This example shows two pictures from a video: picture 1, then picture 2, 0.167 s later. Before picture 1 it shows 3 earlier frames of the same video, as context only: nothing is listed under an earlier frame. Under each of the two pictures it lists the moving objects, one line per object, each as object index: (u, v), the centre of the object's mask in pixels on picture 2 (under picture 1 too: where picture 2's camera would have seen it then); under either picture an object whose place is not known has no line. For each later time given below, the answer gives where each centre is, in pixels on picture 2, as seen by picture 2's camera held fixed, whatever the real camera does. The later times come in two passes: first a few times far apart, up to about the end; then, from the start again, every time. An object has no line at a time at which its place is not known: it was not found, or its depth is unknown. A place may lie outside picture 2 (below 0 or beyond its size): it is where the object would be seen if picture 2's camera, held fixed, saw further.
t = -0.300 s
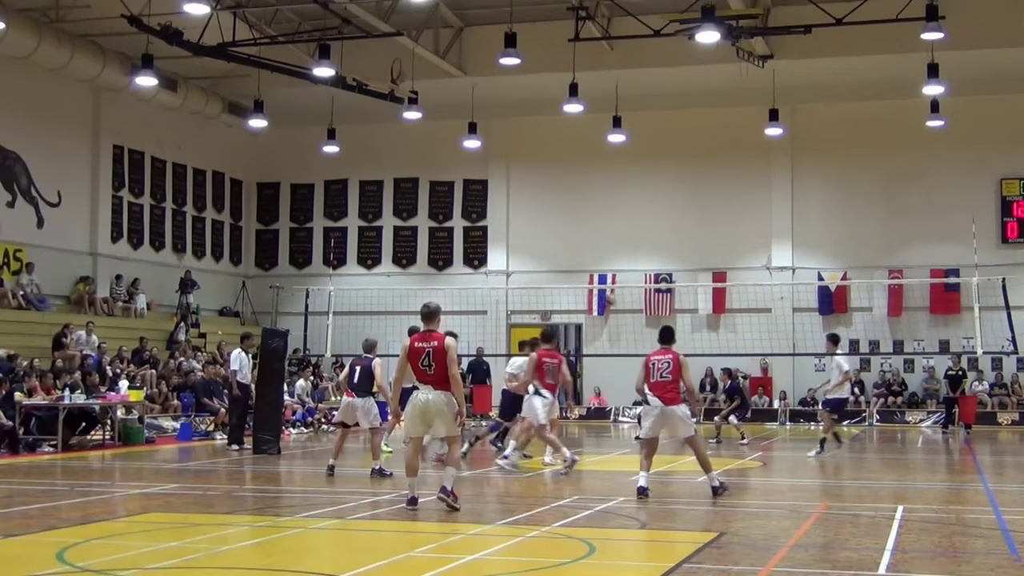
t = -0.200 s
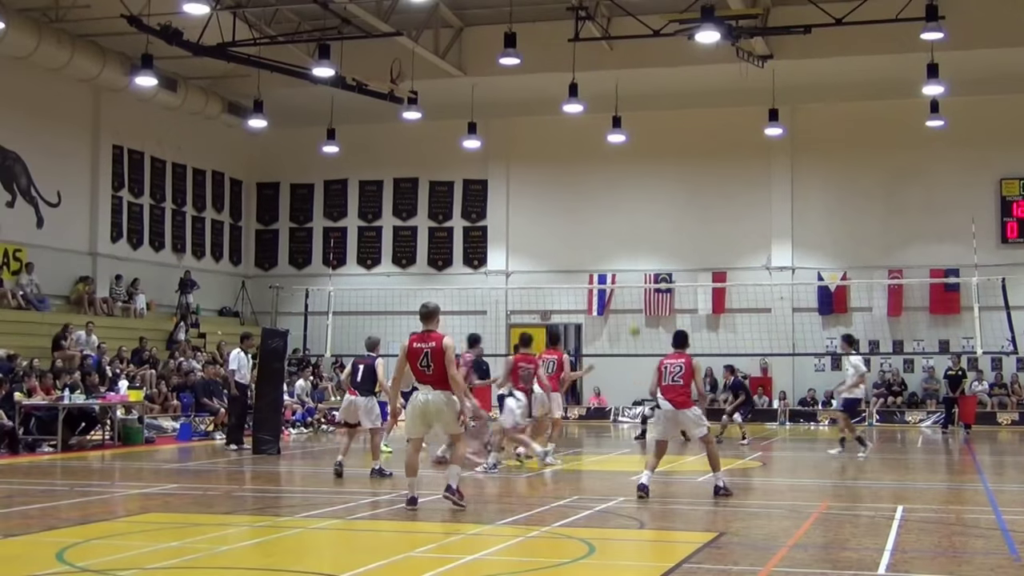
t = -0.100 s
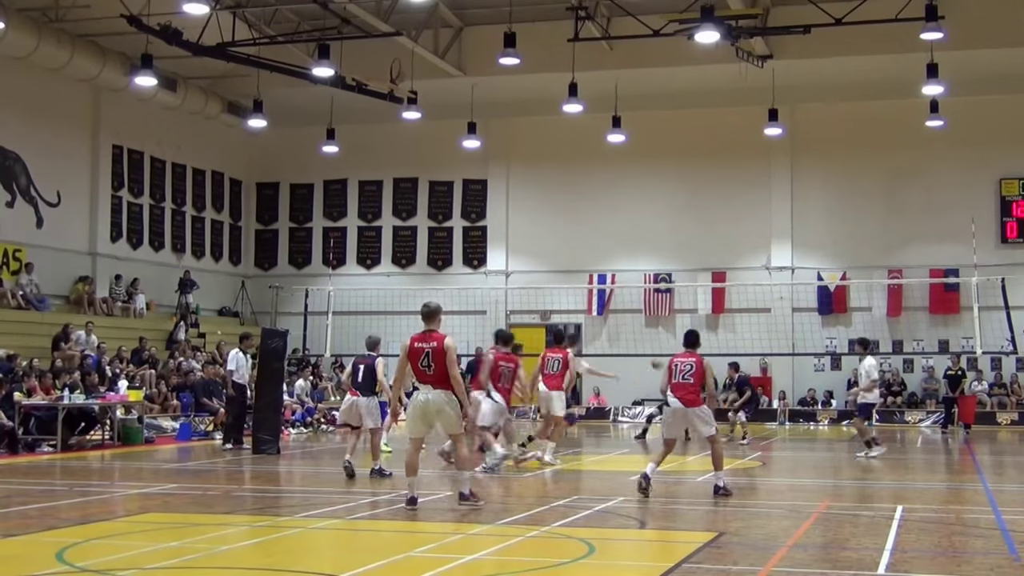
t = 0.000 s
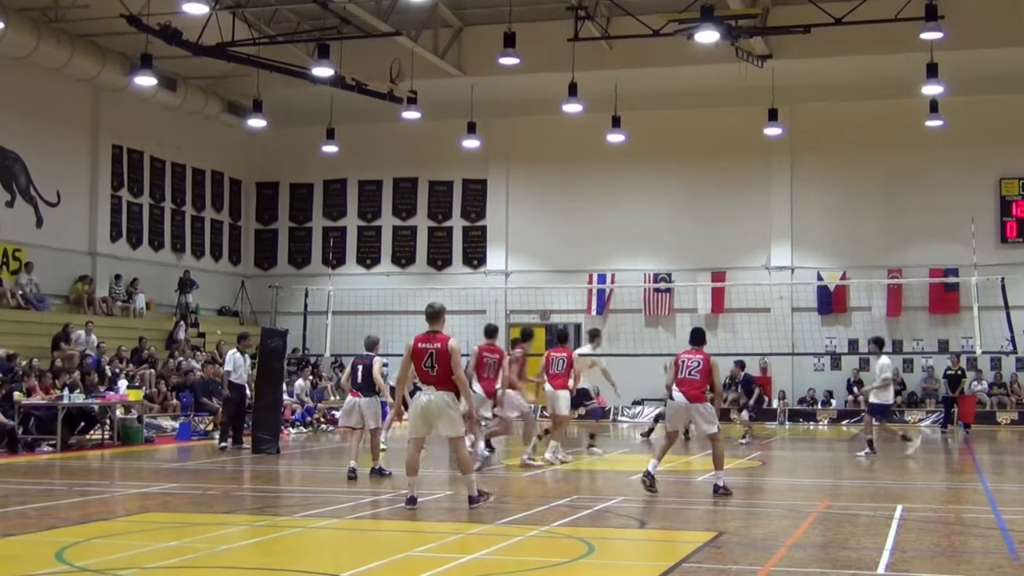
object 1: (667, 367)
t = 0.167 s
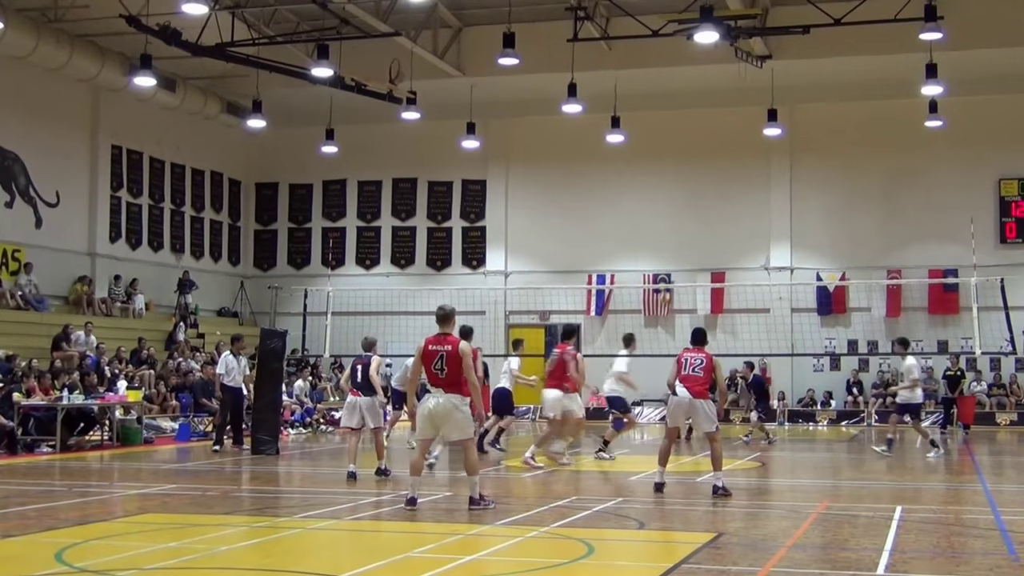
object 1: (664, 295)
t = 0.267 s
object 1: (661, 263)
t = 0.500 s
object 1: (657, 202)
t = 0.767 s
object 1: (651, 171)
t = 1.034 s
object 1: (647, 181)
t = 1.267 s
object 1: (643, 228)
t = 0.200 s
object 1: (662, 279)
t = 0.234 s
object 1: (663, 276)
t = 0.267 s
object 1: (661, 263)
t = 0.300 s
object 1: (660, 252)
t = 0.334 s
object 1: (660, 243)
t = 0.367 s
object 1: (659, 233)
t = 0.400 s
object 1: (659, 225)
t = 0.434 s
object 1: (658, 217)
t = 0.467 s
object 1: (657, 209)
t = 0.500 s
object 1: (657, 202)
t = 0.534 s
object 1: (656, 197)
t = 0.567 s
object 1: (655, 191)
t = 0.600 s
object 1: (654, 186)
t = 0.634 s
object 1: (654, 182)
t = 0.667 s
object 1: (654, 177)
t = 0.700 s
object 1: (653, 174)
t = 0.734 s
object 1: (652, 173)
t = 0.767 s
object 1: (651, 171)
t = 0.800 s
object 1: (650, 170)
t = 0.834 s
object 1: (649, 170)
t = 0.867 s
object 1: (649, 170)
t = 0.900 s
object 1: (649, 171)
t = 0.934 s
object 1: (648, 172)
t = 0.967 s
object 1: (648, 175)
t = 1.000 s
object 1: (648, 178)
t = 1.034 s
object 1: (647, 181)
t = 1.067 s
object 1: (646, 186)
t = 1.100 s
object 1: (645, 191)
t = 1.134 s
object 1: (645, 196)
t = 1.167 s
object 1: (645, 203)
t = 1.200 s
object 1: (644, 211)
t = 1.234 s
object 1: (643, 219)
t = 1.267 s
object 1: (643, 228)
